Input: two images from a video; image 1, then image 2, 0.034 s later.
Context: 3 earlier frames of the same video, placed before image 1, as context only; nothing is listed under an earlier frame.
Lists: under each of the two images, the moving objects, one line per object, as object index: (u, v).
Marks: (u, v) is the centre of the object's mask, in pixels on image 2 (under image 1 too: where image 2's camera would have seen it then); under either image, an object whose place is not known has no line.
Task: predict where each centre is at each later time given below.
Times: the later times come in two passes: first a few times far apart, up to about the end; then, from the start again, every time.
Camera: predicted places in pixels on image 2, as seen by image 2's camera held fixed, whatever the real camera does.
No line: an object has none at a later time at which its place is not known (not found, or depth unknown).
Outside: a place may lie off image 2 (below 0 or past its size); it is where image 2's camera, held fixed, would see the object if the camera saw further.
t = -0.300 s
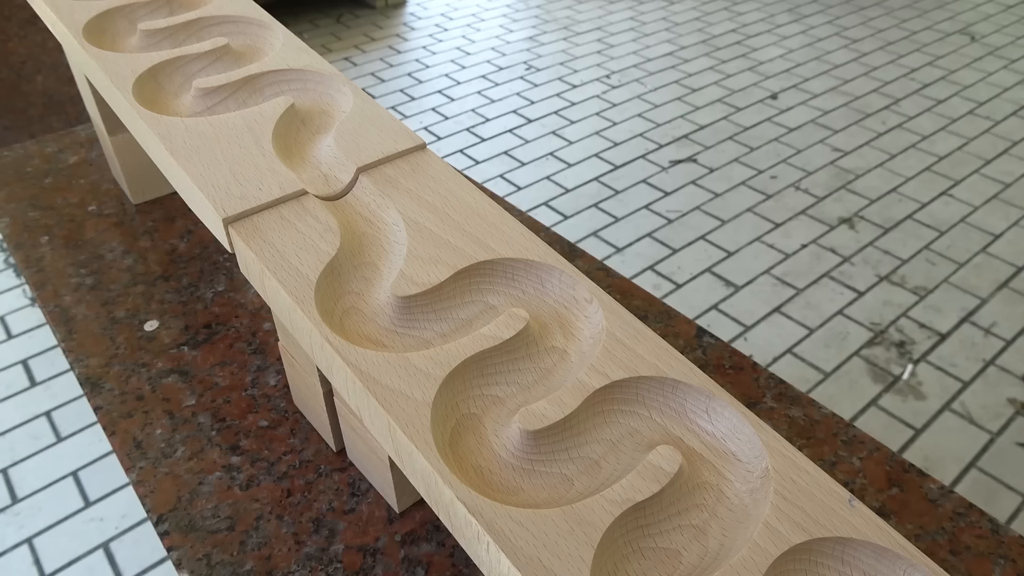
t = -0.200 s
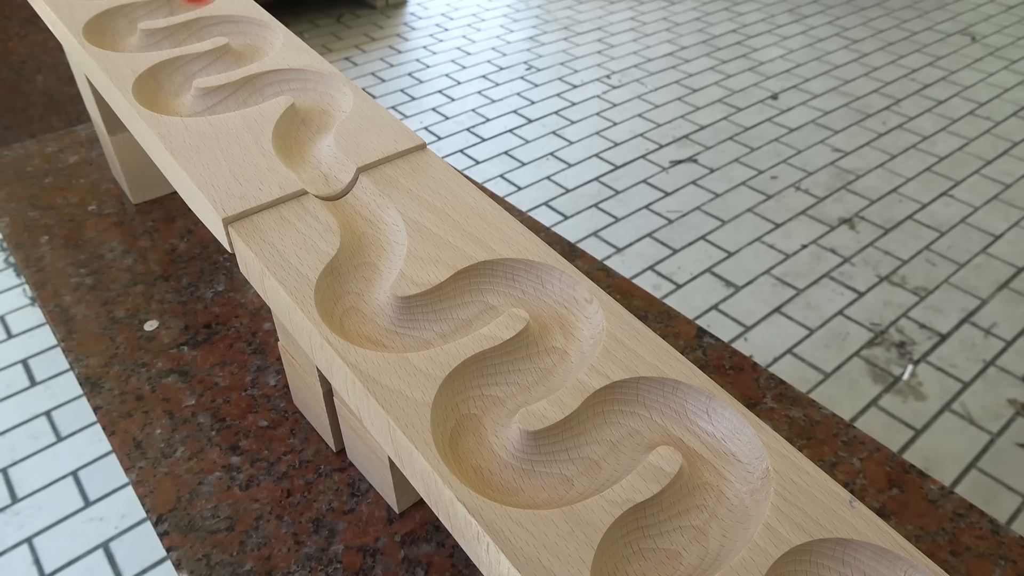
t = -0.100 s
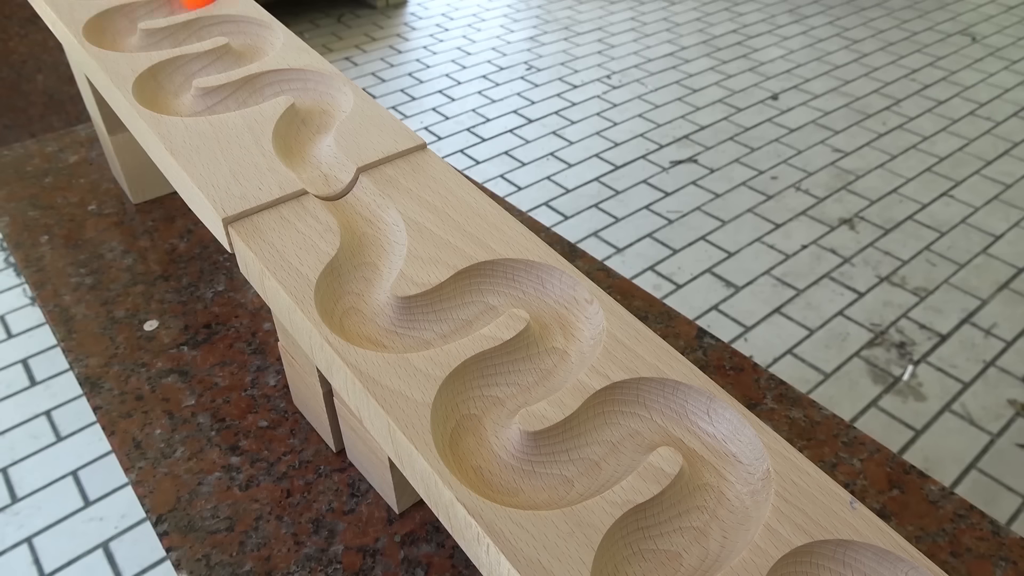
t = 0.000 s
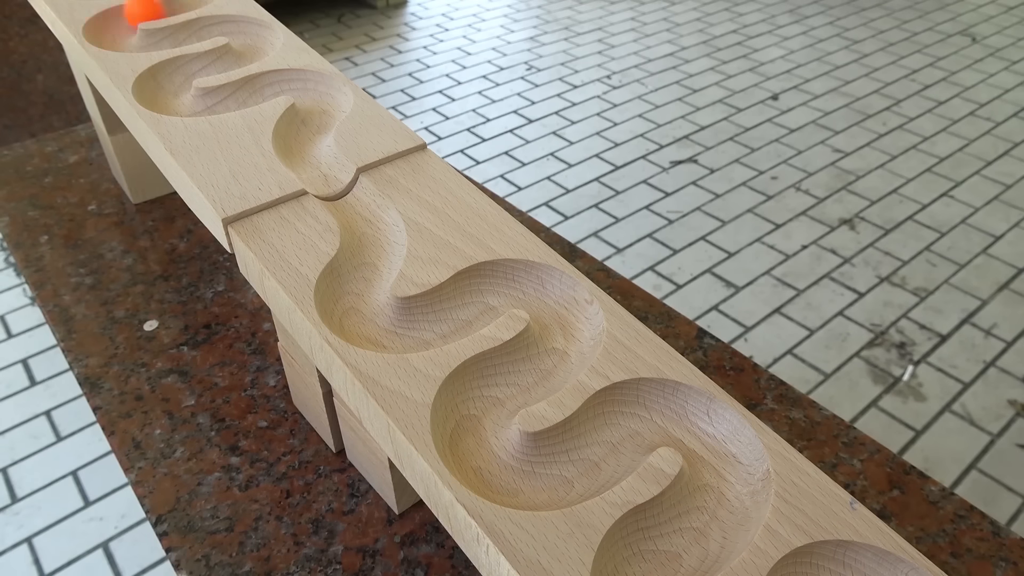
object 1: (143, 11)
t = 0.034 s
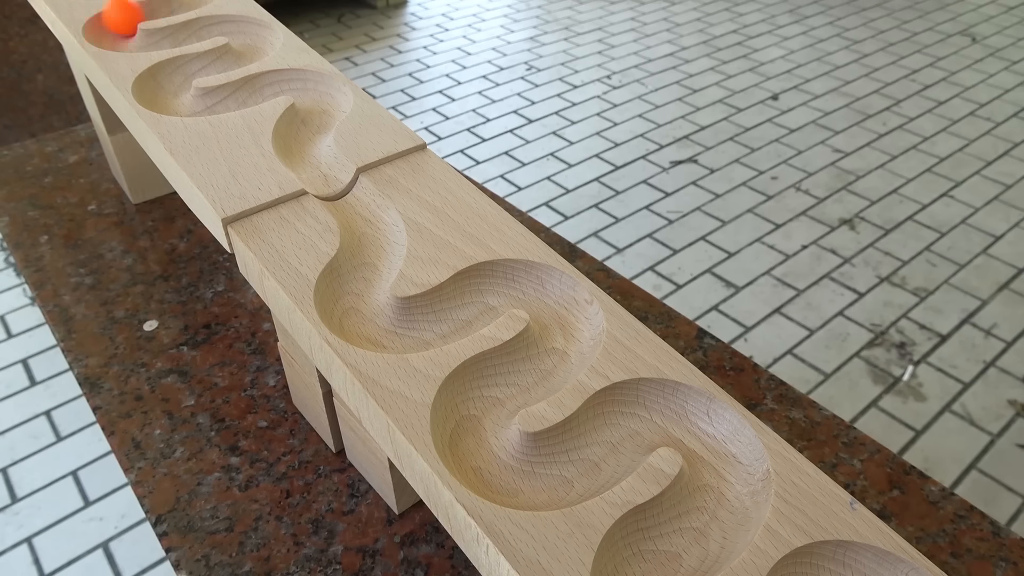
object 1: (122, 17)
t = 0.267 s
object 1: (181, 32)
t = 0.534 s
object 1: (232, 55)
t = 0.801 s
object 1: (189, 101)
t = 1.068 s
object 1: (330, 96)
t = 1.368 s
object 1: (355, 189)
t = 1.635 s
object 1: (444, 315)
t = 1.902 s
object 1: (568, 325)
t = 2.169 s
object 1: (484, 454)
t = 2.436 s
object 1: (694, 421)
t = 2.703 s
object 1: (634, 579)
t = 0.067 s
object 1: (107, 18)
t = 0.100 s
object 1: (107, 28)
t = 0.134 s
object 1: (112, 34)
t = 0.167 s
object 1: (120, 37)
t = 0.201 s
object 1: (138, 38)
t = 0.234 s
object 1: (160, 36)
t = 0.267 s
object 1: (181, 32)
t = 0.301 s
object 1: (202, 27)
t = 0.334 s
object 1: (221, 23)
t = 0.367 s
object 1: (234, 23)
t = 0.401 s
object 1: (246, 30)
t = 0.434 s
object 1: (258, 36)
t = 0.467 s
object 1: (259, 40)
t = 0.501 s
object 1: (249, 47)
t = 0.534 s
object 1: (232, 55)
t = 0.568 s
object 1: (213, 60)
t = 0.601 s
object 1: (192, 66)
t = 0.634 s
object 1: (172, 72)
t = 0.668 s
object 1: (160, 75)
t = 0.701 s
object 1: (162, 85)
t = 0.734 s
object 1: (165, 94)
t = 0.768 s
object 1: (171, 98)
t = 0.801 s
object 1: (189, 101)
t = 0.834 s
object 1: (212, 99)
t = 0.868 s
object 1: (235, 94)
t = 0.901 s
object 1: (257, 88)
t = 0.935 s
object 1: (276, 82)
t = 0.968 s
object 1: (290, 76)
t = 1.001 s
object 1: (304, 84)
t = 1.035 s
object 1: (318, 91)
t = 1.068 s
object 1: (330, 96)
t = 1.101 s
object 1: (327, 104)
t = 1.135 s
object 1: (313, 116)
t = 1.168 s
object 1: (299, 122)
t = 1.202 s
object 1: (298, 131)
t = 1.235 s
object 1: (306, 141)
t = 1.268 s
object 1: (310, 153)
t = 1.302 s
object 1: (315, 163)
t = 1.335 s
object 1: (332, 176)
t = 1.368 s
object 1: (355, 189)
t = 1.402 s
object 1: (370, 208)
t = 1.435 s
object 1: (378, 233)
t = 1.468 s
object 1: (372, 258)
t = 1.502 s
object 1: (352, 290)
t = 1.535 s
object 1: (348, 307)
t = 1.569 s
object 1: (373, 320)
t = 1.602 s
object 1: (410, 326)
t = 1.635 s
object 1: (444, 315)
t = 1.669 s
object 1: (473, 303)
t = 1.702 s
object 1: (492, 290)
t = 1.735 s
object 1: (506, 275)
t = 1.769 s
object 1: (519, 280)
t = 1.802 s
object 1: (537, 291)
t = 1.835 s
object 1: (561, 298)
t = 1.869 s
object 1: (572, 306)
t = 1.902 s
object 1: (568, 325)
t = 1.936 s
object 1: (563, 344)
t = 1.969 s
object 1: (551, 359)
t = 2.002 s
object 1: (530, 371)
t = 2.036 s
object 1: (505, 380)
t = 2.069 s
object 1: (482, 390)
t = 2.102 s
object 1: (469, 405)
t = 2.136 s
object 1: (472, 429)
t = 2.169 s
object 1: (484, 454)
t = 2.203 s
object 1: (509, 472)
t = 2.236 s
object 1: (542, 476)
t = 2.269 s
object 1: (575, 464)
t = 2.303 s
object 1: (604, 446)
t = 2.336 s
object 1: (625, 425)
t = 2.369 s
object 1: (644, 405)
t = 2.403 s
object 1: (666, 405)
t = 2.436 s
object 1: (694, 421)
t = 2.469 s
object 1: (723, 437)
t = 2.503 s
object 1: (734, 463)
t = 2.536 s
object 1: (726, 493)
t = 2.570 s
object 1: (710, 520)
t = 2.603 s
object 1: (684, 543)
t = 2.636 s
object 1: (650, 557)
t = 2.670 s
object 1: (629, 566)
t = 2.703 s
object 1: (634, 579)
